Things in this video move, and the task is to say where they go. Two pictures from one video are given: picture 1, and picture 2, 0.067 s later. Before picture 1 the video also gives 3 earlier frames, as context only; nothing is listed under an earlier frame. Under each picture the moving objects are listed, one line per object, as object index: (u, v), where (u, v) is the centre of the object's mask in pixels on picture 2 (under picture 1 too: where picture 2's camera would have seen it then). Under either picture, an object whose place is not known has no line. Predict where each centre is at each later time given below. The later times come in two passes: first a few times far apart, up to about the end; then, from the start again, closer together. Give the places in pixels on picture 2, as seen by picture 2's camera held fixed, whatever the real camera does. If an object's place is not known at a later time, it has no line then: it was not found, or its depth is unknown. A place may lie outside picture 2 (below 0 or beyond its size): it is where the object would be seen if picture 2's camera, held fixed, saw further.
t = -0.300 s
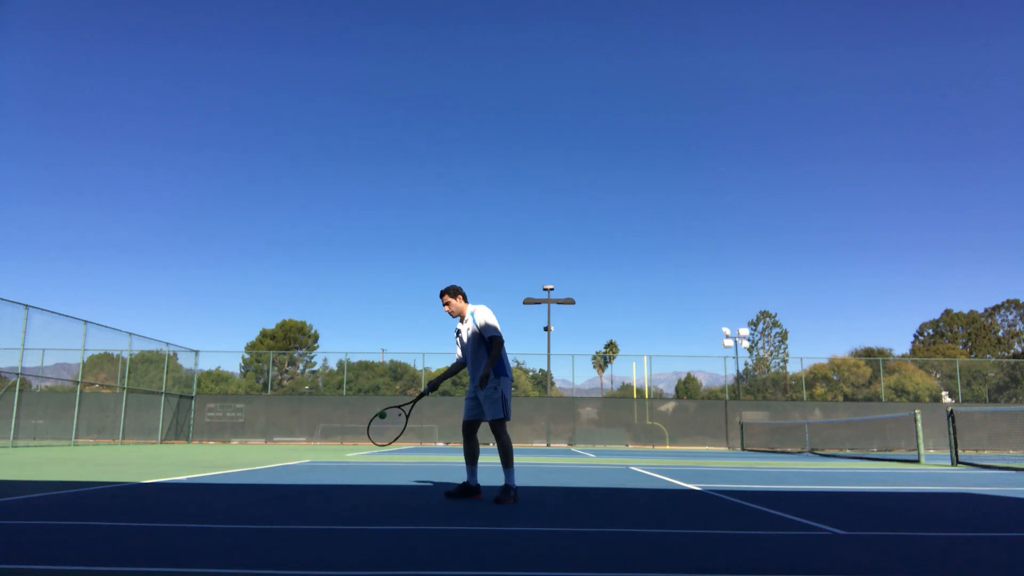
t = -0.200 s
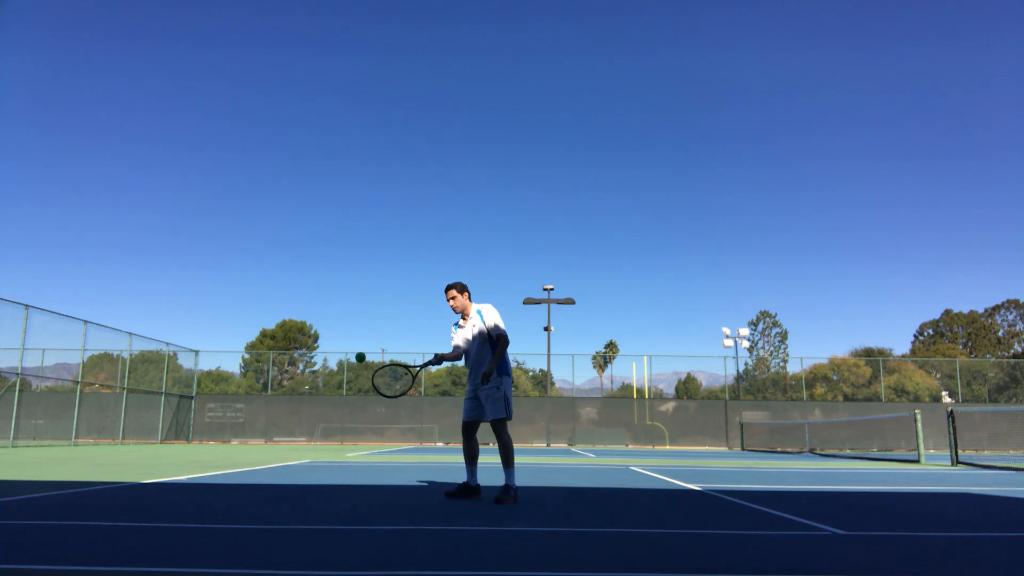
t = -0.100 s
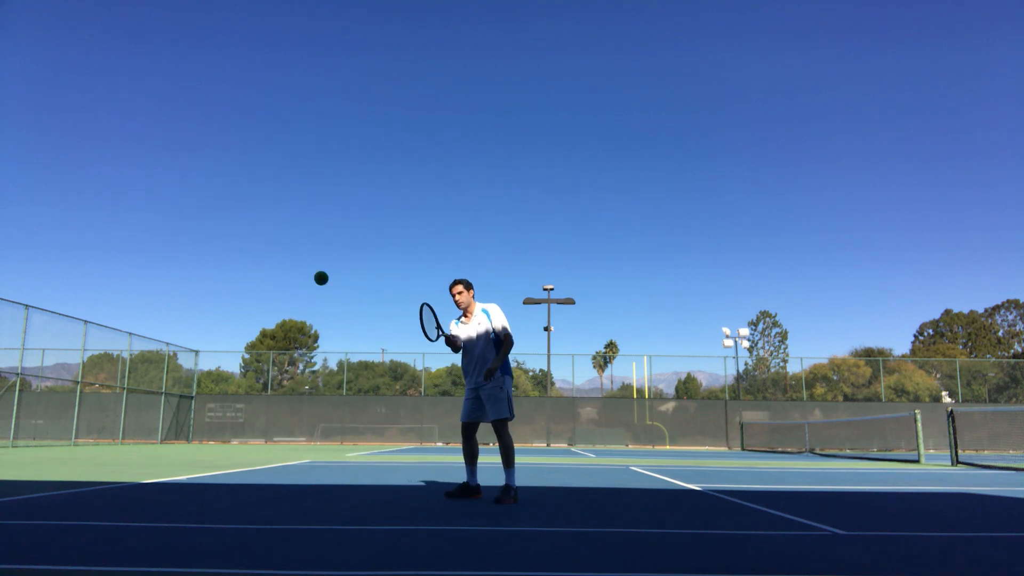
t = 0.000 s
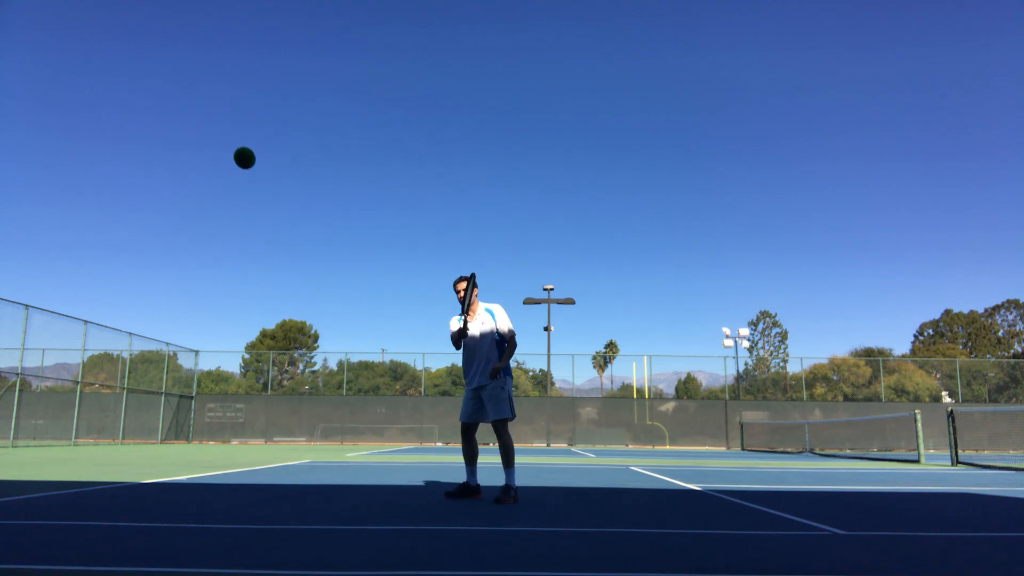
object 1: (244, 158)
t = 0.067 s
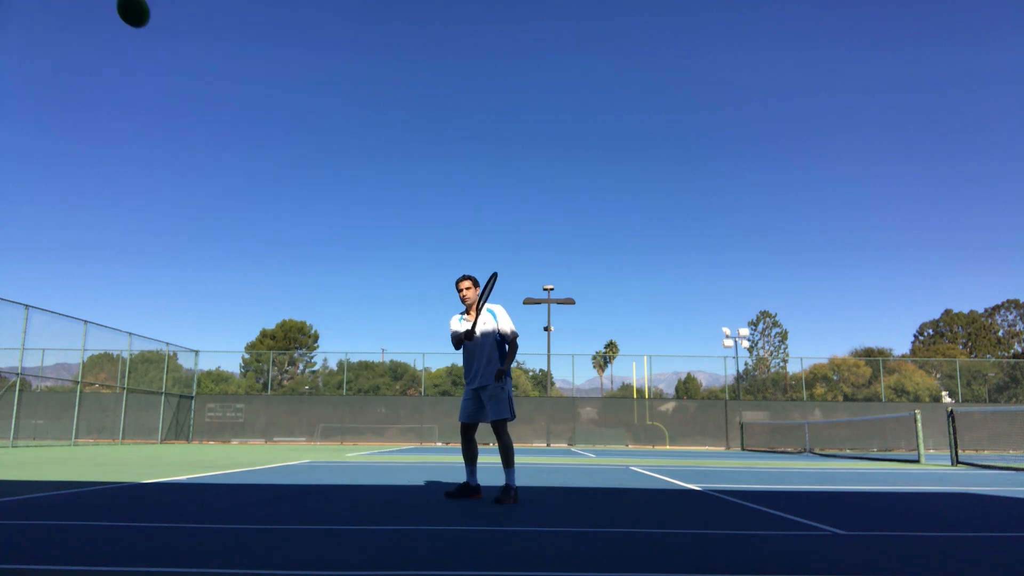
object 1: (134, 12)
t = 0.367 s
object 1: (68, 58)
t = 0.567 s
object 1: (299, 419)
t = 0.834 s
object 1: (390, 423)
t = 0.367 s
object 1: (68, 58)
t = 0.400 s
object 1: (132, 146)
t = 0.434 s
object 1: (181, 218)
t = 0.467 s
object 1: (221, 279)
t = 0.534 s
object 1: (279, 377)
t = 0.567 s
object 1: (299, 419)
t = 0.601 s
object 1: (317, 457)
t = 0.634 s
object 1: (331, 492)
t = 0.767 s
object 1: (375, 467)
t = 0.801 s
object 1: (383, 443)
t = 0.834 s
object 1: (390, 423)
